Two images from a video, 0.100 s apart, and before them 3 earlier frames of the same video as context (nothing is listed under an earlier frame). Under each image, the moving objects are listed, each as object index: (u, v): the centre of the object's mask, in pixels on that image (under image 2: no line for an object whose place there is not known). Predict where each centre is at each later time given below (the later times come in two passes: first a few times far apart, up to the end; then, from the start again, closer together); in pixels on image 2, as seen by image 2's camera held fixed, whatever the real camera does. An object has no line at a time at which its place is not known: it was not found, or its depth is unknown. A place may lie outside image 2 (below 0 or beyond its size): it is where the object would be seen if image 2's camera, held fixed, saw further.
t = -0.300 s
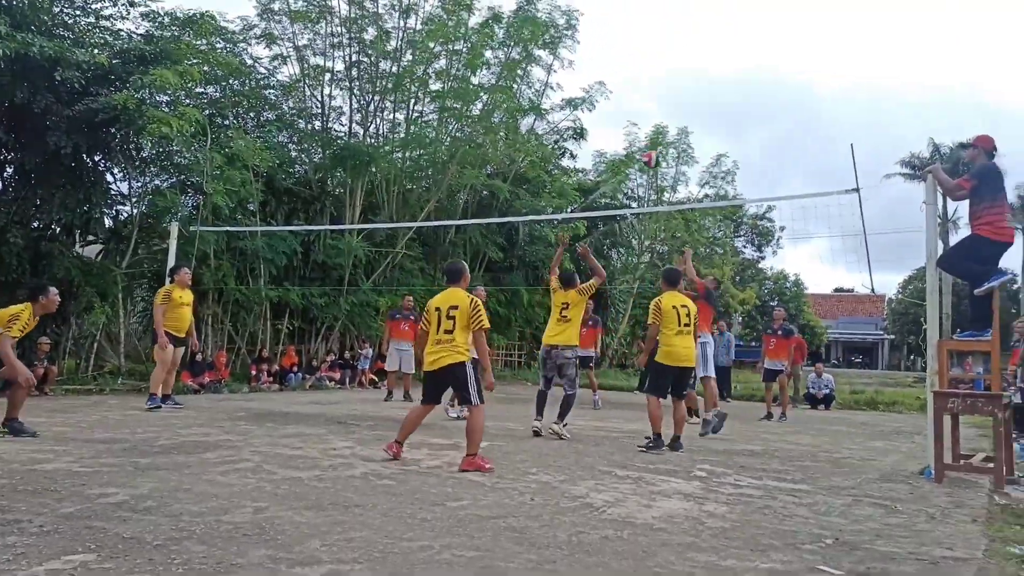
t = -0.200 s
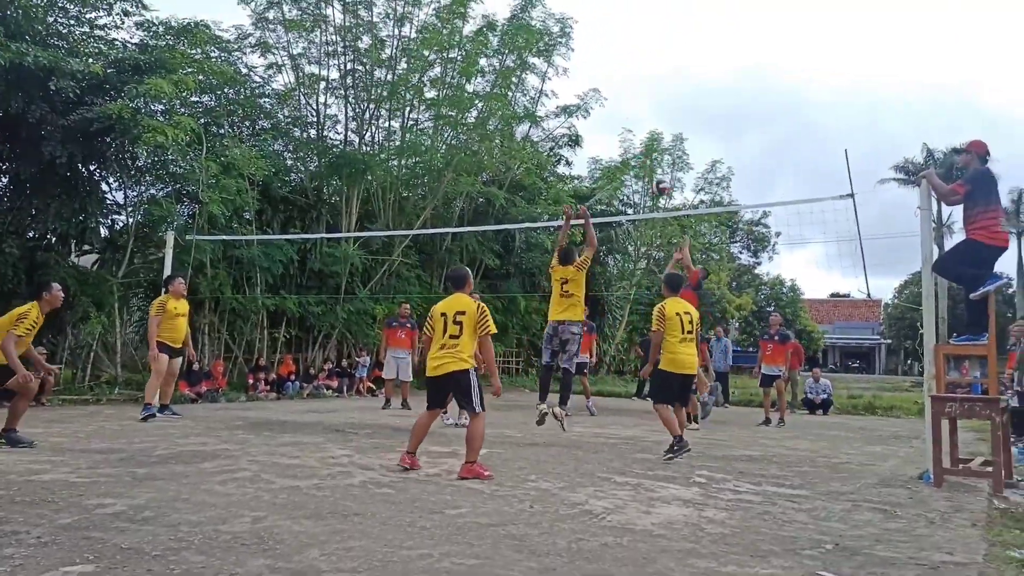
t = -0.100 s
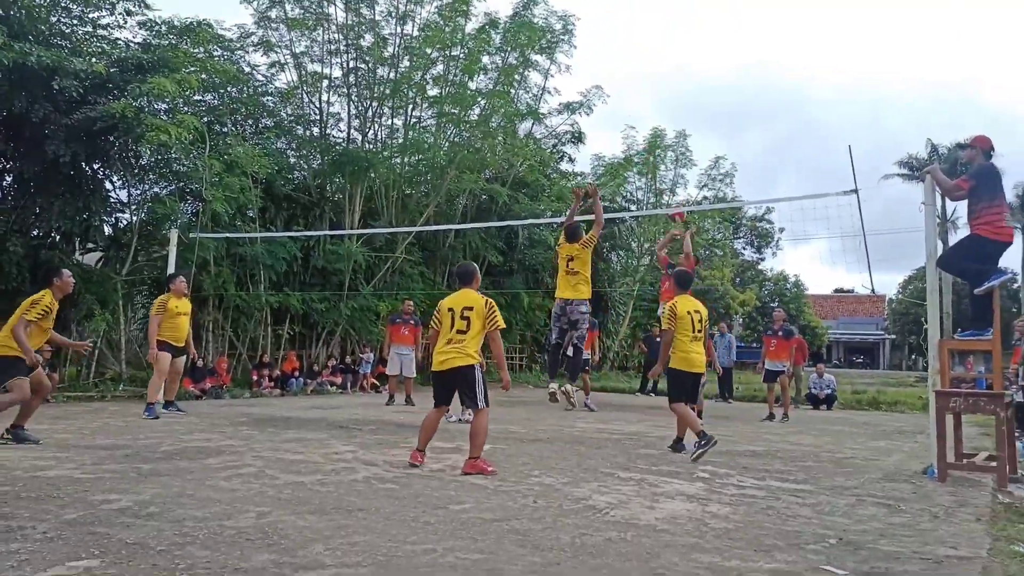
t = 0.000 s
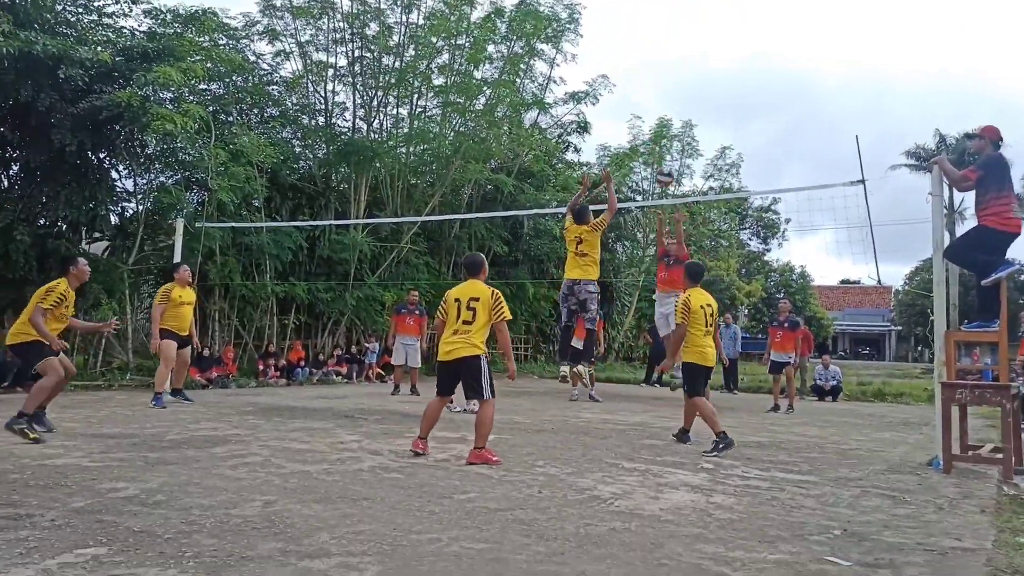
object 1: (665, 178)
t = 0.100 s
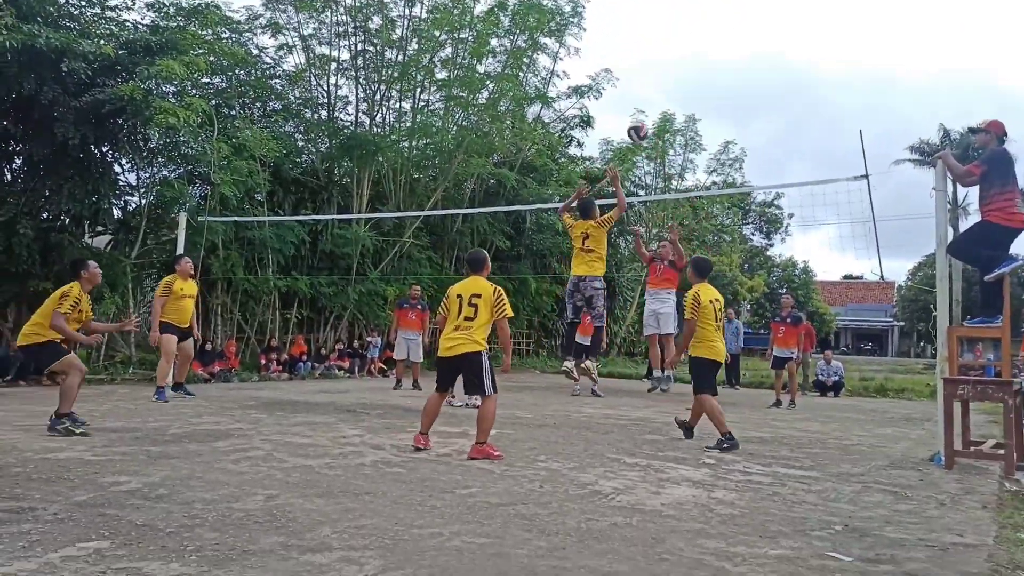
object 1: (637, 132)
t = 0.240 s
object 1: (583, 83)
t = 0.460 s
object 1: (480, 39)
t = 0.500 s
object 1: (460, 38)
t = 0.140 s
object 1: (621, 114)
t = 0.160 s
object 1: (615, 108)
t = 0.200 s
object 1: (602, 97)
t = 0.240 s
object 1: (583, 83)
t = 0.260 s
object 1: (576, 78)
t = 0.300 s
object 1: (561, 70)
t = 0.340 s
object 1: (539, 57)
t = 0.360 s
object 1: (531, 54)
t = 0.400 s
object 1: (515, 48)
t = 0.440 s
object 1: (489, 41)
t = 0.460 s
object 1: (480, 39)
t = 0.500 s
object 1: (460, 38)
